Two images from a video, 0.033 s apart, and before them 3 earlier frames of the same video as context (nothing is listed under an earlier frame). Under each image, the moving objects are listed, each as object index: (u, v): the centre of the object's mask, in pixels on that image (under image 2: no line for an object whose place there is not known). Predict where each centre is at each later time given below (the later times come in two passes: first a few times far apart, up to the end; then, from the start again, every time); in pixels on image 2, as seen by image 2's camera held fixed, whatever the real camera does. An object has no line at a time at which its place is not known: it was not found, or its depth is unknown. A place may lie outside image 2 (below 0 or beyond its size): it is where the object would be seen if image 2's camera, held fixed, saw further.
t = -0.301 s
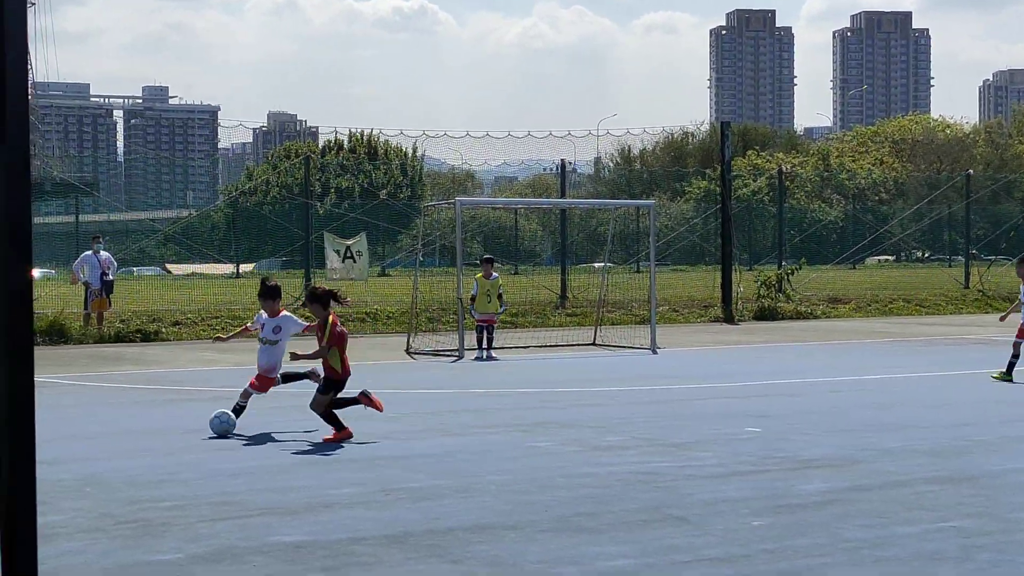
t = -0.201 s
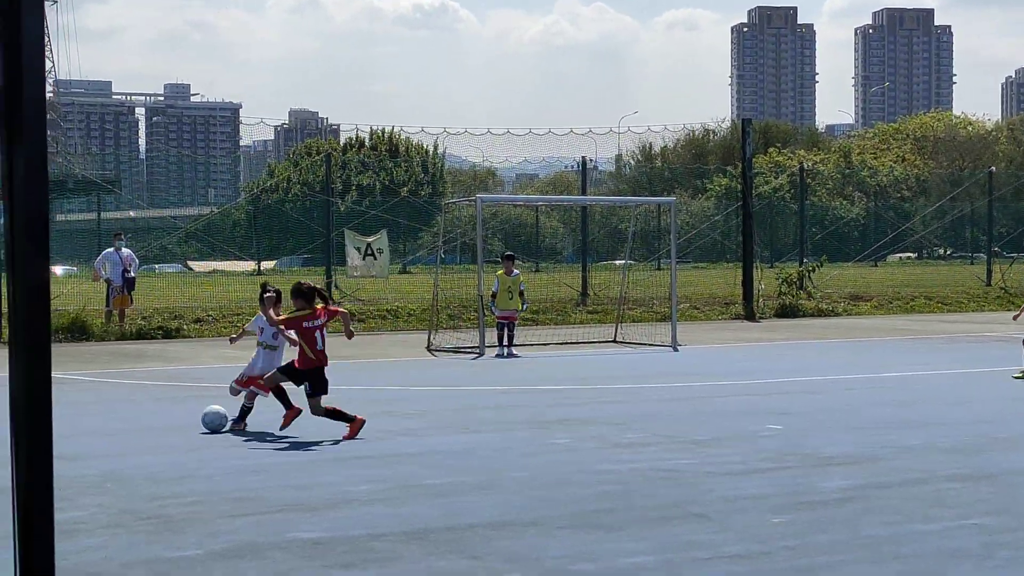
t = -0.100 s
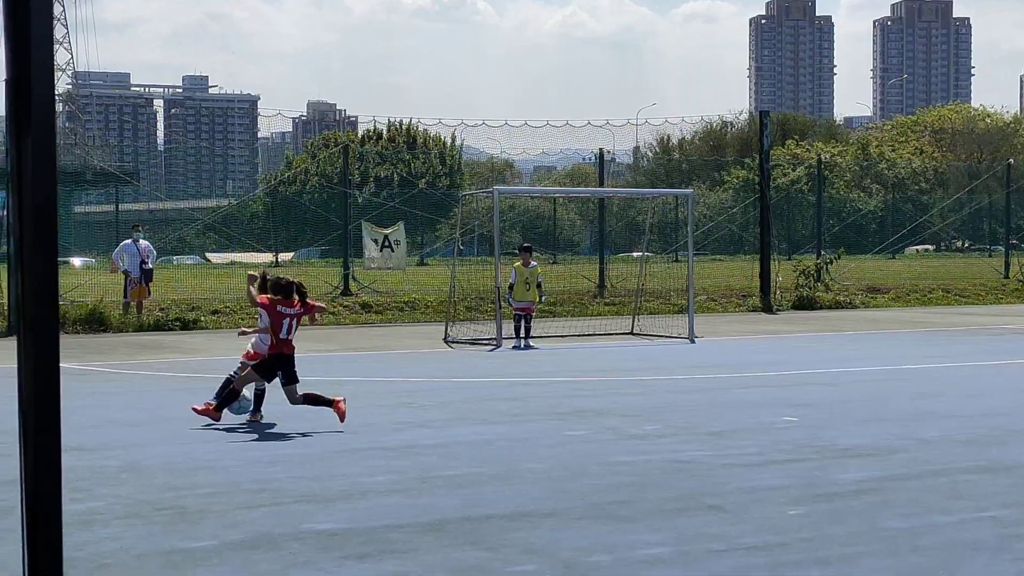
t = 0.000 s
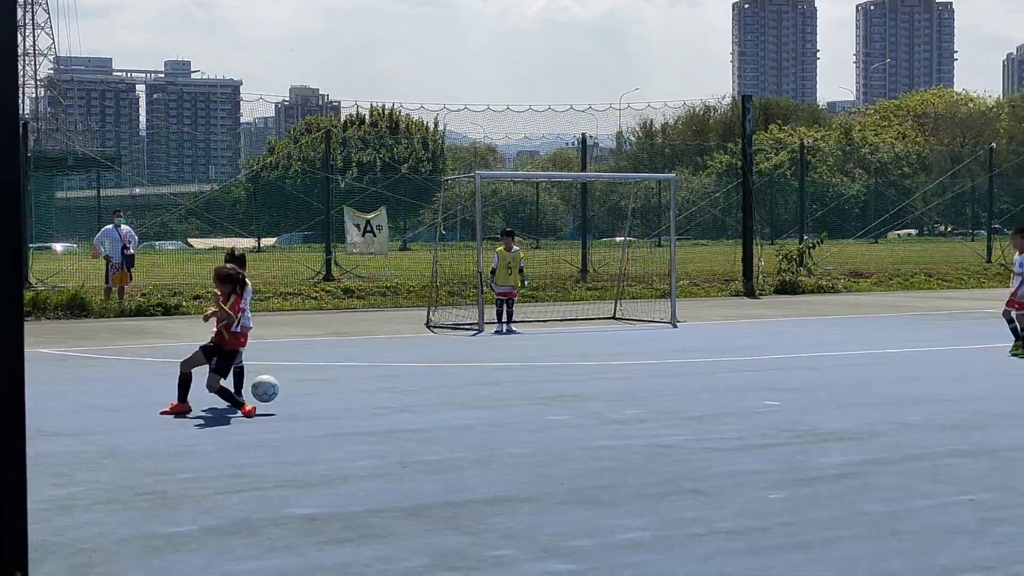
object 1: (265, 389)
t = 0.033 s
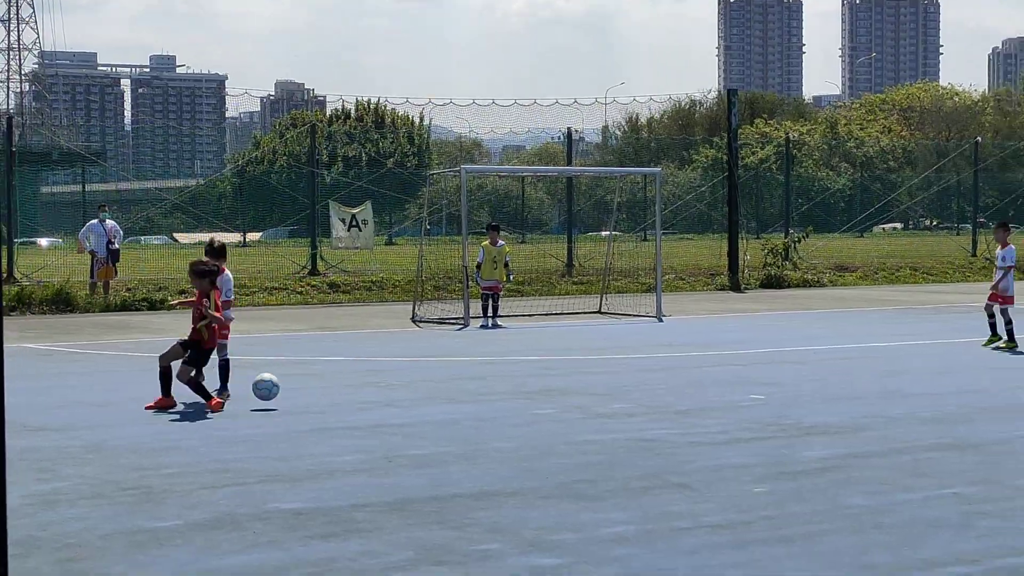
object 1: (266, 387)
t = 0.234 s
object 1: (331, 392)
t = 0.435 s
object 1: (385, 399)
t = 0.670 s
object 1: (451, 403)
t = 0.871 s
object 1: (510, 407)
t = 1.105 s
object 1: (582, 411)
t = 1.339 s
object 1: (657, 415)
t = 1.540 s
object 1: (723, 421)
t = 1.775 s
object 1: (802, 427)
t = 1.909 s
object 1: (849, 430)
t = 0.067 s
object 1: (281, 392)
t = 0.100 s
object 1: (294, 394)
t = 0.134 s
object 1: (304, 392)
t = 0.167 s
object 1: (312, 390)
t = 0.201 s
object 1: (321, 391)
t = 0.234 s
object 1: (331, 392)
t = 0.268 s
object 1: (340, 395)
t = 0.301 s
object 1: (349, 396)
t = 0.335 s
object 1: (358, 395)
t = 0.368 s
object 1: (367, 396)
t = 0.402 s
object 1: (377, 398)
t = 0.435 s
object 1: (385, 399)
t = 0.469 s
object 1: (395, 398)
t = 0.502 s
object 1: (404, 400)
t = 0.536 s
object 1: (413, 400)
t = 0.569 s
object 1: (423, 401)
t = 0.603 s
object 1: (433, 402)
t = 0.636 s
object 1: (442, 402)
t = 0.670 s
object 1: (451, 403)
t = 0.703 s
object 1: (460, 403)
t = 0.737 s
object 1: (470, 404)
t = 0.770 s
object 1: (479, 405)
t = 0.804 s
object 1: (489, 405)
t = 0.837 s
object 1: (499, 406)
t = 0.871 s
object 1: (510, 407)
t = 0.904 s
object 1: (520, 407)
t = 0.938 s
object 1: (529, 407)
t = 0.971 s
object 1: (540, 409)
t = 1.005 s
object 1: (550, 409)
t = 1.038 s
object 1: (560, 410)
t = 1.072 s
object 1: (570, 410)
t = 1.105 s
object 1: (582, 411)
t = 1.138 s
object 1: (592, 412)
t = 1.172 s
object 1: (603, 413)
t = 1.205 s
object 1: (613, 413)
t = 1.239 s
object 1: (624, 414)
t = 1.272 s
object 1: (635, 415)
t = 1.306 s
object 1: (646, 415)
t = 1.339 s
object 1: (657, 415)
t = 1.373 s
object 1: (668, 417)
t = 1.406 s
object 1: (678, 417)
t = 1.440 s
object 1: (690, 418)
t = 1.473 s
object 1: (700, 419)
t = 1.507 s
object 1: (712, 419)
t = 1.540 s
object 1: (723, 421)
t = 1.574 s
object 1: (734, 421)
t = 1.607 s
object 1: (746, 423)
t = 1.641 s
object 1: (756, 423)
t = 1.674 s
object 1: (767, 424)
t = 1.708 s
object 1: (779, 425)
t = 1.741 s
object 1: (790, 426)
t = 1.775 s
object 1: (802, 427)
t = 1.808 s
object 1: (813, 427)
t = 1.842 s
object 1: (825, 429)
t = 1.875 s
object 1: (837, 429)
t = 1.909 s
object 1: (849, 430)
